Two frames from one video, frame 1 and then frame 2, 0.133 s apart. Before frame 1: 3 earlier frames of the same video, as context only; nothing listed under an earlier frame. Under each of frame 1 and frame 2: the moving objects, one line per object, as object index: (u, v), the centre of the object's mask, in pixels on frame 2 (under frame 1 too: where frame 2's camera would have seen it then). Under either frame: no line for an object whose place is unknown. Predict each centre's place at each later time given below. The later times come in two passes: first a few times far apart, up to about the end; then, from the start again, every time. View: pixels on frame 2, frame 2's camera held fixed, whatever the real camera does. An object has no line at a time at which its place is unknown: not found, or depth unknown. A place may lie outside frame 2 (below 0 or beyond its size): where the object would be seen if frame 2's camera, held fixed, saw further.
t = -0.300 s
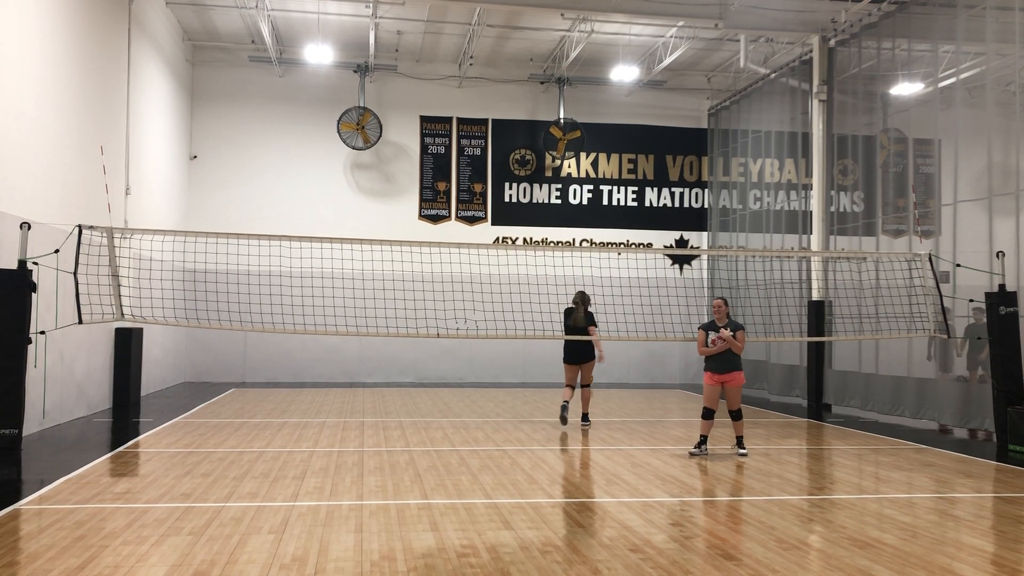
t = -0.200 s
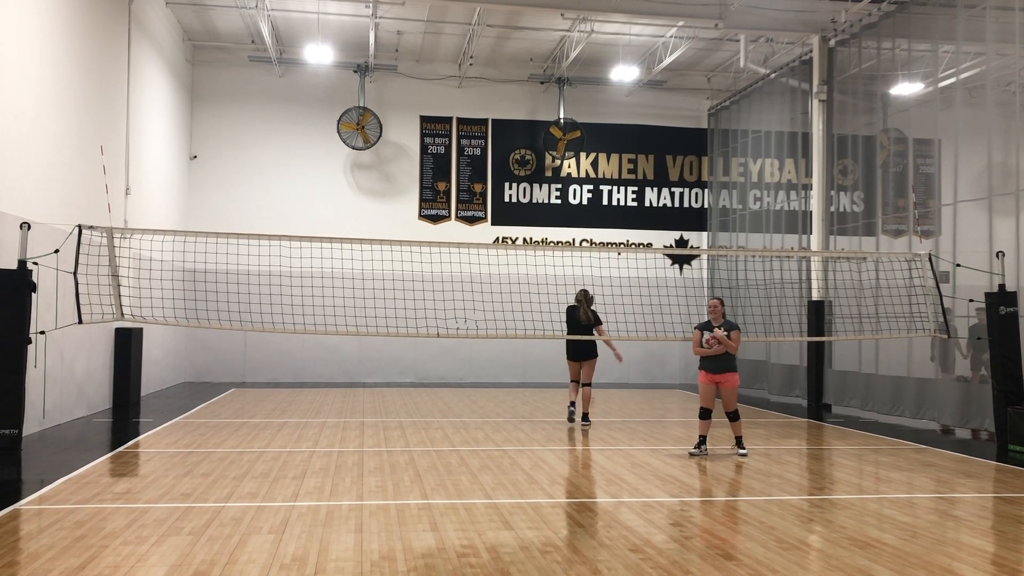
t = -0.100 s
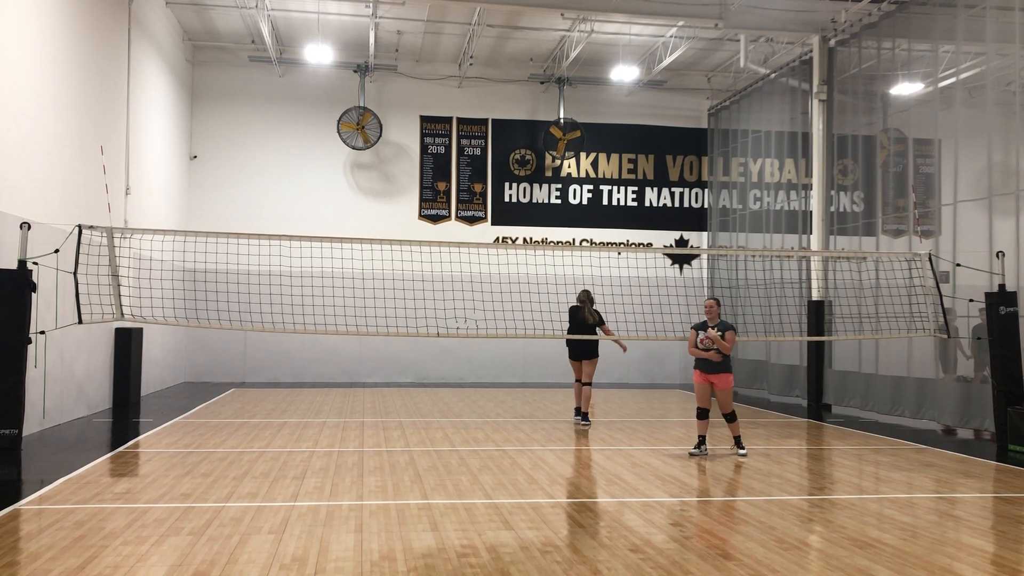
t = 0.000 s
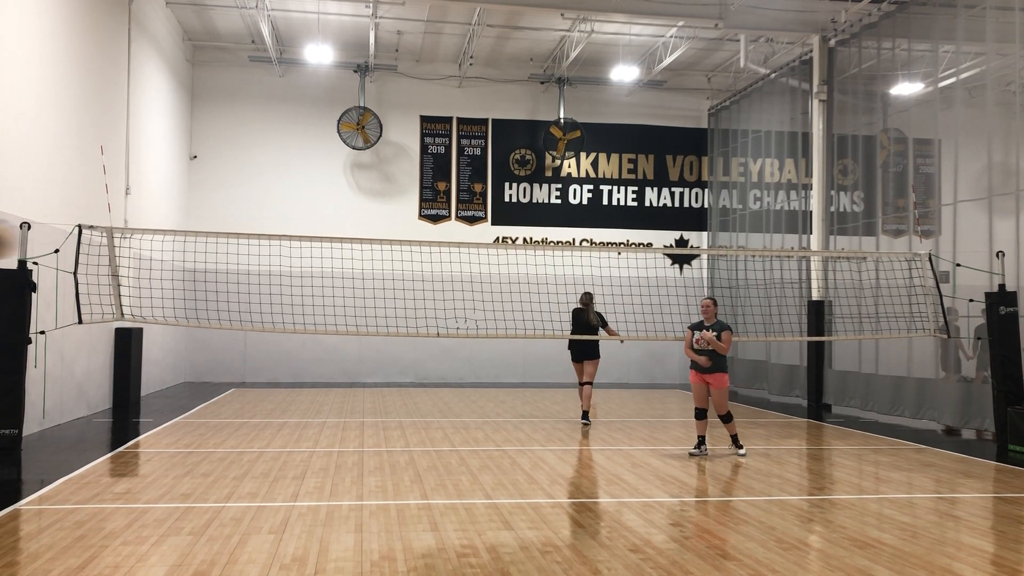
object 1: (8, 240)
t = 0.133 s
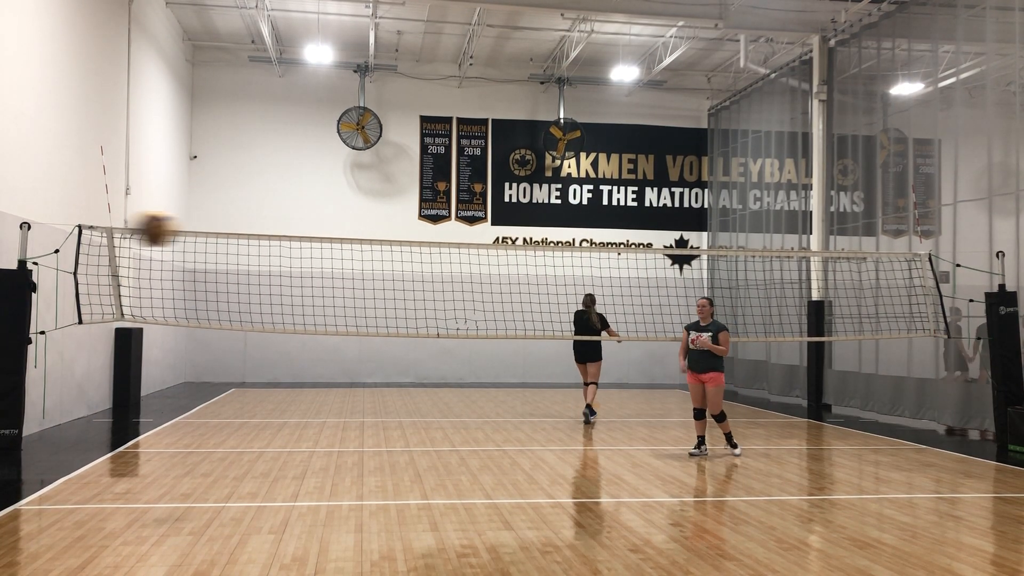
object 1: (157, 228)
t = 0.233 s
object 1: (253, 239)
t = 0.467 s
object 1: (420, 306)
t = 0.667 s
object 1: (519, 393)
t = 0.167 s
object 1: (190, 230)
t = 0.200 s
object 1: (222, 235)
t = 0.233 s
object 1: (253, 239)
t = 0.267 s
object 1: (282, 246)
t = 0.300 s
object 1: (306, 253)
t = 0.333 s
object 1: (331, 262)
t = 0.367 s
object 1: (356, 272)
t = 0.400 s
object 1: (378, 283)
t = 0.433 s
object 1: (399, 294)
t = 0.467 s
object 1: (420, 306)
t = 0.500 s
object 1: (438, 320)
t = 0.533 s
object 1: (455, 332)
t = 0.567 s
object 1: (473, 347)
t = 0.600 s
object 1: (489, 362)
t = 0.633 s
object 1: (504, 376)
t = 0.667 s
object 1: (519, 393)
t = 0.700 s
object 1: (532, 409)
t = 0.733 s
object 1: (546, 426)
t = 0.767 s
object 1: (558, 442)
